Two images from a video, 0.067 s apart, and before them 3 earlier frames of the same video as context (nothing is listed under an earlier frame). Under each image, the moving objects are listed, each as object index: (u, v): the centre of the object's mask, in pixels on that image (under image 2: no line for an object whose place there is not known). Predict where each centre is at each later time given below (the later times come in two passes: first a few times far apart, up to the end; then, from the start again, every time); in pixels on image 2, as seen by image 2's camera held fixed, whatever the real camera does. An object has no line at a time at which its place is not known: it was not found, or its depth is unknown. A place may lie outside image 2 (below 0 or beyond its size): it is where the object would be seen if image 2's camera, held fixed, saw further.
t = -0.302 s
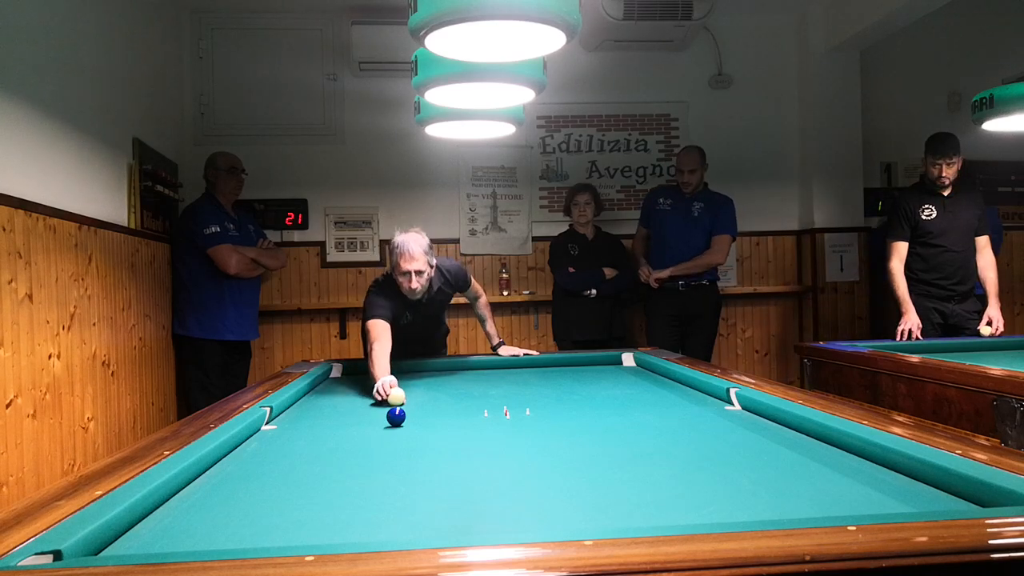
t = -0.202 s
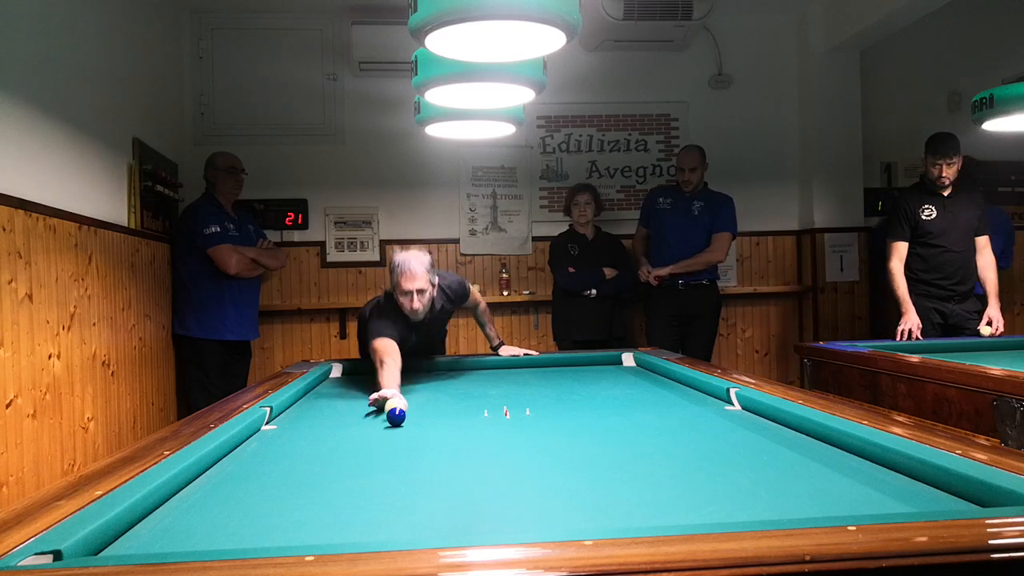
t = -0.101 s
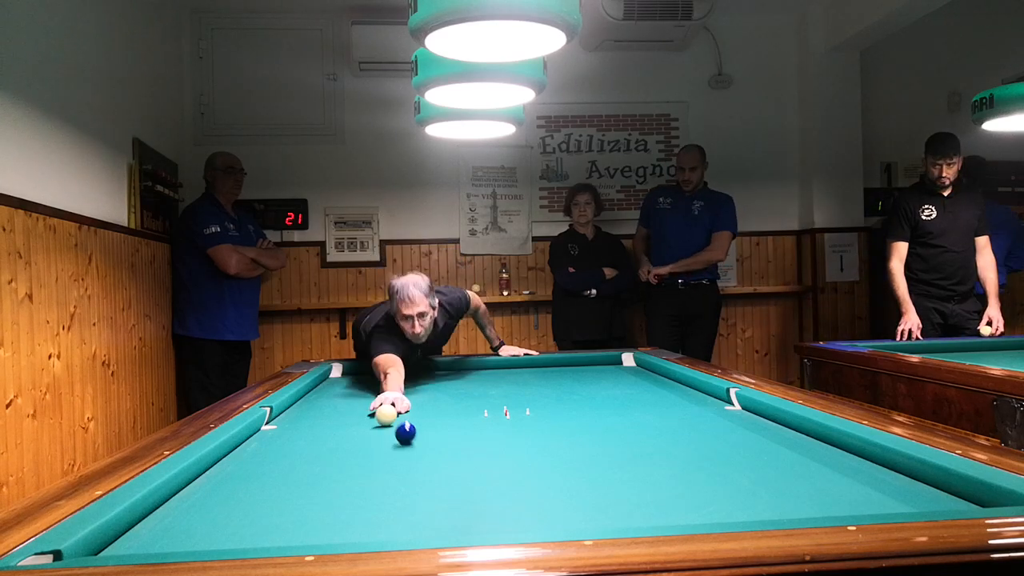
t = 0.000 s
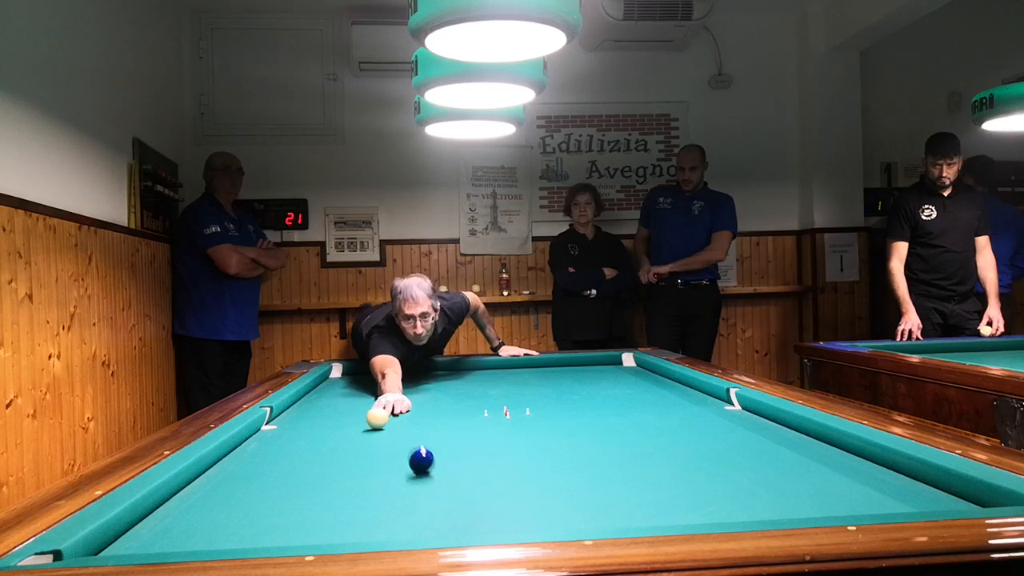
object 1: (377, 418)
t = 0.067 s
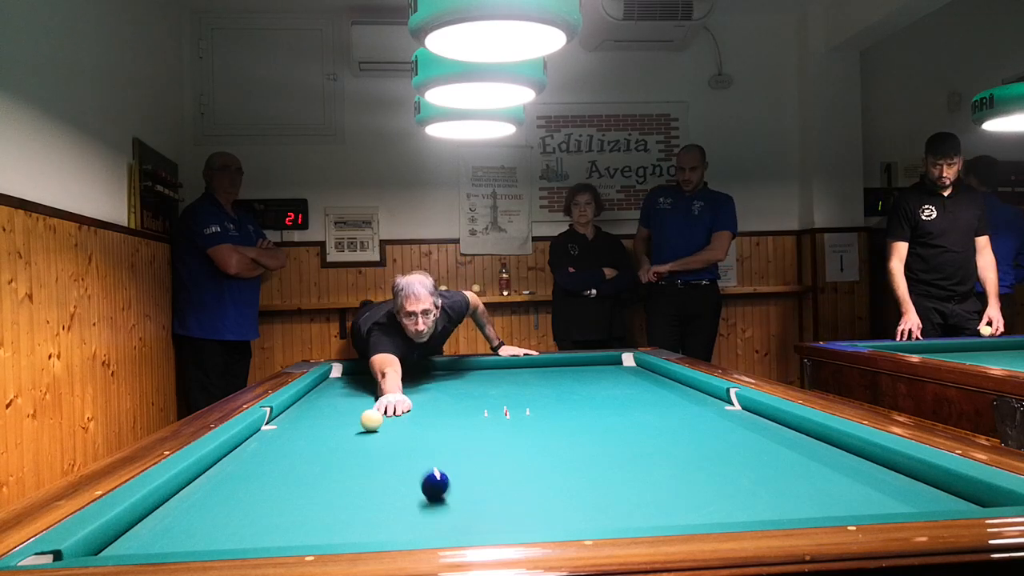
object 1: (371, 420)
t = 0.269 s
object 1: (352, 426)
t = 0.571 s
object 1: (322, 436)
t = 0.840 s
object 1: (292, 447)
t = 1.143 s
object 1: (254, 459)
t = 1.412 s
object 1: (218, 472)
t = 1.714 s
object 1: (197, 485)
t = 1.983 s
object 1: (196, 496)
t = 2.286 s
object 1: (194, 509)
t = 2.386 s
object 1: (194, 514)
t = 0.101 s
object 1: (368, 421)
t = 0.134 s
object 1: (365, 422)
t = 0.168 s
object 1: (362, 423)
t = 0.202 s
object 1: (359, 424)
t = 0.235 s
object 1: (356, 425)
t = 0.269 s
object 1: (352, 426)
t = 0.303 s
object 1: (349, 427)
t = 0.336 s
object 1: (346, 428)
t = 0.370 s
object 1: (343, 429)
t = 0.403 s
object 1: (339, 430)
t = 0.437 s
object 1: (336, 432)
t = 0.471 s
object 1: (332, 433)
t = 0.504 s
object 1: (329, 434)
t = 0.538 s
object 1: (326, 435)
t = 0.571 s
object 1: (322, 436)
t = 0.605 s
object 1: (318, 438)
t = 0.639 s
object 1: (315, 439)
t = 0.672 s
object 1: (311, 440)
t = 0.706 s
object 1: (307, 441)
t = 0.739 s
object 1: (303, 443)
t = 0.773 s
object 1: (300, 444)
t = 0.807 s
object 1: (296, 445)
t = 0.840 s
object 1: (292, 447)
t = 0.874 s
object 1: (288, 448)
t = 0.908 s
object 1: (284, 450)
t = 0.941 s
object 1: (280, 451)
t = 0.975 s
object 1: (276, 452)
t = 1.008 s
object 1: (271, 454)
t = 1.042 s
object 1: (267, 455)
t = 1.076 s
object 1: (263, 456)
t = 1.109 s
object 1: (259, 458)
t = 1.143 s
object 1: (254, 459)
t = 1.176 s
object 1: (250, 461)
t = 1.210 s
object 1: (245, 463)
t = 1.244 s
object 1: (241, 464)
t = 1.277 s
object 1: (236, 465)
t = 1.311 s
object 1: (232, 467)
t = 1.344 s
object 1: (227, 469)
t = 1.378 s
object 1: (222, 470)
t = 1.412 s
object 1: (218, 472)
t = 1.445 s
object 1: (213, 473)
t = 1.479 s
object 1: (208, 475)
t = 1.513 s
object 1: (202, 477)
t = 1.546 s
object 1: (198, 479)
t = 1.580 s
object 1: (198, 480)
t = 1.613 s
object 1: (198, 481)
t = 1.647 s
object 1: (198, 482)
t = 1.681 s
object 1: (198, 484)
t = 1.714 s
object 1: (197, 485)
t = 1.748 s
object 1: (197, 486)
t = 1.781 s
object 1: (197, 488)
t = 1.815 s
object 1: (197, 489)
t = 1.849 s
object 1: (197, 490)
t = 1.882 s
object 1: (196, 492)
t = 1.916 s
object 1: (196, 493)
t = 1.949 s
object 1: (196, 494)
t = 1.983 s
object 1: (196, 496)
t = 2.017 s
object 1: (196, 497)
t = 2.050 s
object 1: (196, 499)
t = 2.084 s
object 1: (195, 500)
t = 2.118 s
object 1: (195, 502)
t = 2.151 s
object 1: (195, 503)
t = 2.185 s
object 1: (195, 504)
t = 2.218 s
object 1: (195, 506)
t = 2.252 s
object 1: (194, 507)
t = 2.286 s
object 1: (194, 509)
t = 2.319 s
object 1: (194, 511)
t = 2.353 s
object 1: (194, 512)
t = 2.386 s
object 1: (194, 514)
